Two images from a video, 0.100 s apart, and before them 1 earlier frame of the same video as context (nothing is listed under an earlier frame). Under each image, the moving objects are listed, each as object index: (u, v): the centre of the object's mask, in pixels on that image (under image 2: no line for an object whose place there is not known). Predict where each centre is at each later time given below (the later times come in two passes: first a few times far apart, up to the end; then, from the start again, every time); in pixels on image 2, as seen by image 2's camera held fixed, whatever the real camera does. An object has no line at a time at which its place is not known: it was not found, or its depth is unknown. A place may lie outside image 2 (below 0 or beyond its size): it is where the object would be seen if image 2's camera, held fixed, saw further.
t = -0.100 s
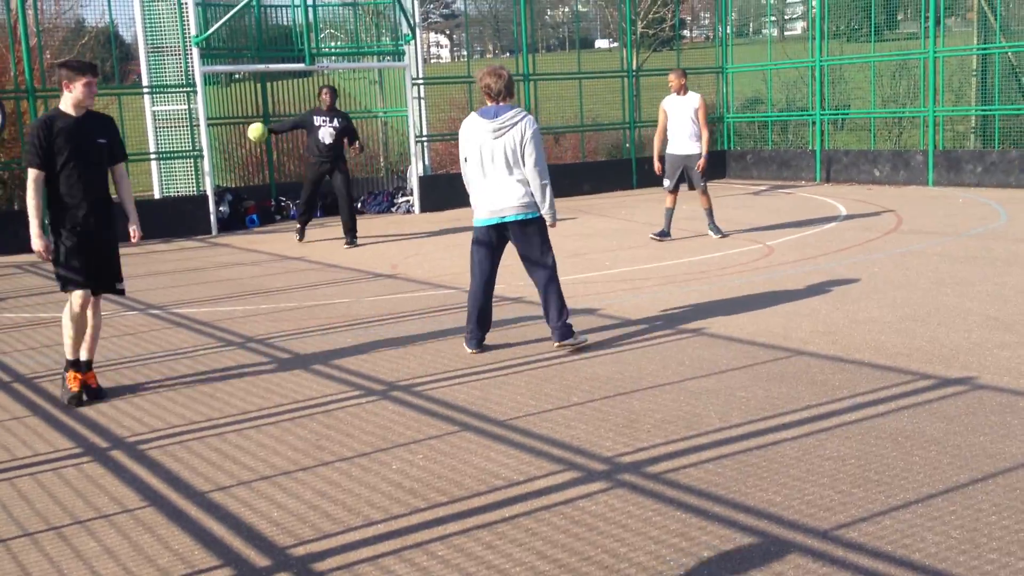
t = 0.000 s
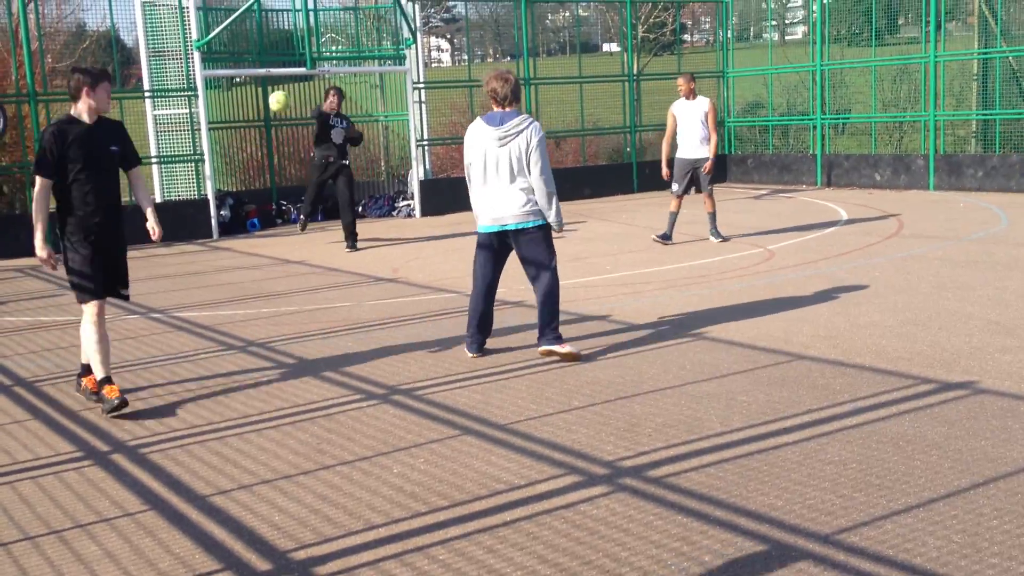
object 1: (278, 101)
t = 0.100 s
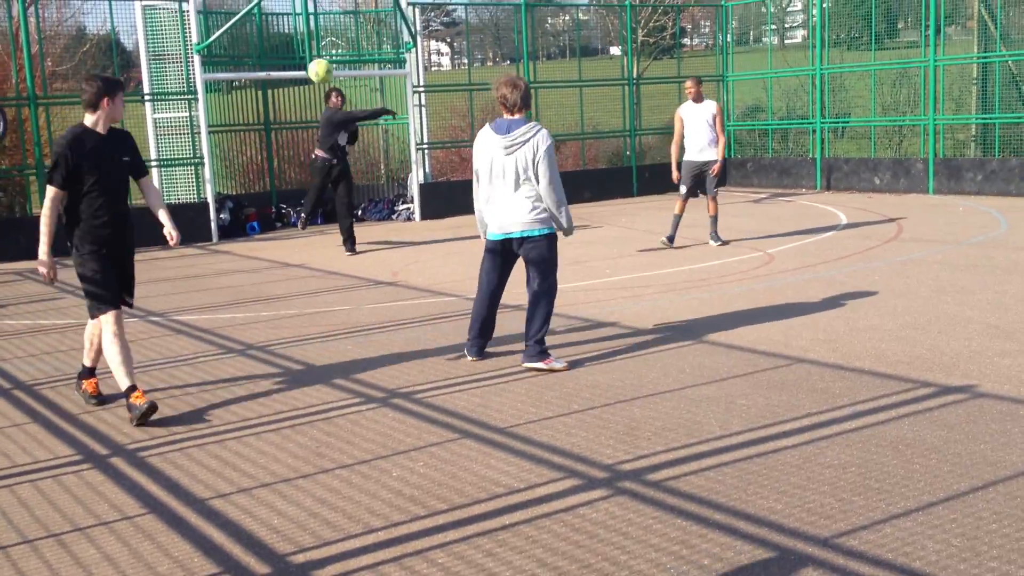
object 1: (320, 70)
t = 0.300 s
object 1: (431, 16)
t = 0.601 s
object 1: (767, 52)
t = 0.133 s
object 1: (335, 60)
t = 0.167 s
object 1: (352, 50)
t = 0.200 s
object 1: (369, 41)
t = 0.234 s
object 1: (387, 32)
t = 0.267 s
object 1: (407, 24)
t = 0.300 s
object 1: (431, 16)
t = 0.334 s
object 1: (454, 10)
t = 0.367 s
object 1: (479, 7)
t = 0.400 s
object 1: (508, 3)
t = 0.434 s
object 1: (541, 2)
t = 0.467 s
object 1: (575, 4)
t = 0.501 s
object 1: (614, 9)
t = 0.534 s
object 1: (657, 19)
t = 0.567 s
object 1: (708, 32)
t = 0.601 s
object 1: (767, 52)
